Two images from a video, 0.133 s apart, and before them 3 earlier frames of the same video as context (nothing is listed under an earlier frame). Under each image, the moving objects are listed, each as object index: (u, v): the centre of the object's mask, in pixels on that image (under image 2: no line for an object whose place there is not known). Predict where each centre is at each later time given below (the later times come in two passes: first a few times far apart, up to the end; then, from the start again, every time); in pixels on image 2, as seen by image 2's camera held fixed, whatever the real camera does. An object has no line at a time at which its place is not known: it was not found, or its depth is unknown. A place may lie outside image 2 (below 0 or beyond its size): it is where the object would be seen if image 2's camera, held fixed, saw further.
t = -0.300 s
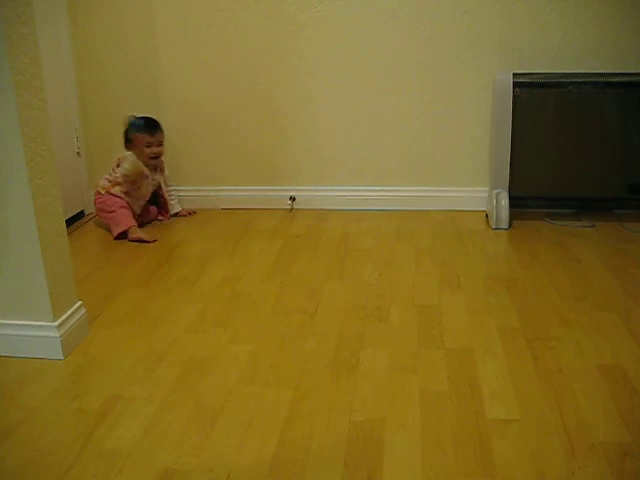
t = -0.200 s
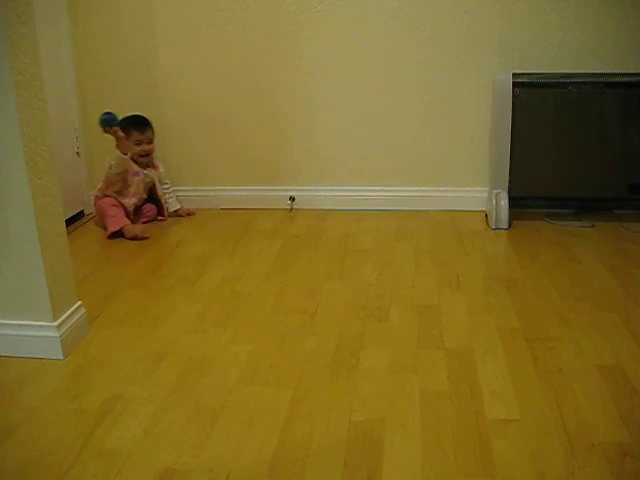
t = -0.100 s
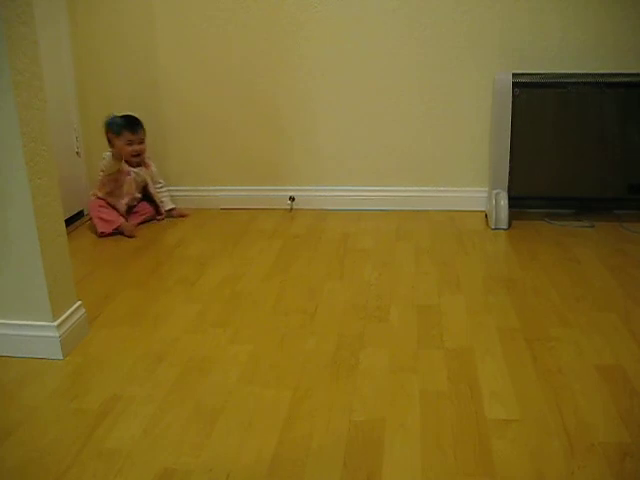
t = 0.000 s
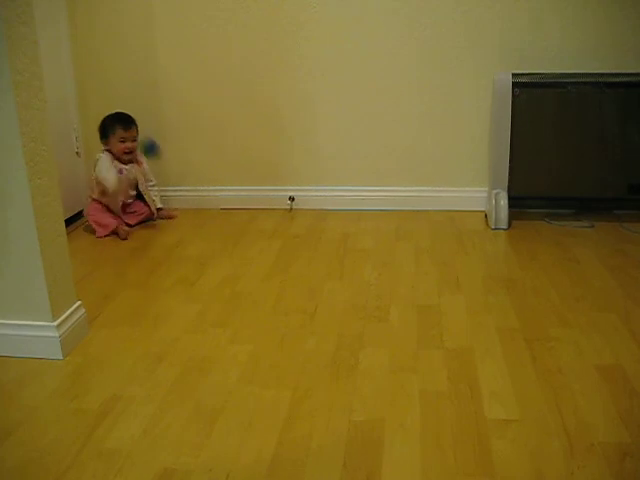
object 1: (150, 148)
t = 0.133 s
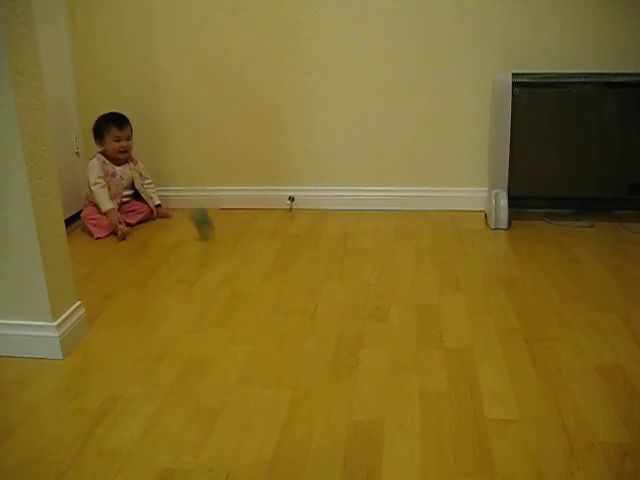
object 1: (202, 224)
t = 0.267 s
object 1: (226, 190)
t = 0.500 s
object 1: (266, 209)
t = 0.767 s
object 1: (314, 208)
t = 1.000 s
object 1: (350, 213)
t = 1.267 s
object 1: (388, 210)
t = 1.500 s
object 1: (419, 207)
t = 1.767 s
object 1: (449, 205)
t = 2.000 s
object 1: (469, 206)
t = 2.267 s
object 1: (472, 206)
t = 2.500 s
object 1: (465, 206)
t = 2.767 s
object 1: (460, 205)
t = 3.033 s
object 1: (458, 205)
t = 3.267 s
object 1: (456, 204)
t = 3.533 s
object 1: (457, 204)
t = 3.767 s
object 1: (456, 205)
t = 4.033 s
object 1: (456, 205)
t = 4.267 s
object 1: (456, 205)
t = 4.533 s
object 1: (456, 205)
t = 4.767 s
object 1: (456, 206)
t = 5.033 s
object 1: (456, 205)
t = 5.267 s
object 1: (456, 205)
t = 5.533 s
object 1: (455, 205)
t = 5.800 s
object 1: (455, 205)
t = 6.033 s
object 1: (455, 205)
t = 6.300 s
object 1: (456, 205)
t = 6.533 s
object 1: (456, 205)
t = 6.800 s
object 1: (456, 205)
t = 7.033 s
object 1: (456, 205)
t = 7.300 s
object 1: (456, 205)
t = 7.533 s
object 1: (456, 205)
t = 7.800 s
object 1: (456, 205)
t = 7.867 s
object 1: (456, 205)
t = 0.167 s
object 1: (211, 229)
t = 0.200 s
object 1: (215, 211)
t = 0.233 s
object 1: (220, 200)
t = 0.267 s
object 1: (226, 190)
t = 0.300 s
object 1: (231, 185)
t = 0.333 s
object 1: (236, 181)
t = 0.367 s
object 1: (242, 181)
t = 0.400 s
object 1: (248, 184)
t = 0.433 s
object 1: (254, 189)
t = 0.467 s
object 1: (260, 197)
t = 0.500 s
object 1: (266, 209)
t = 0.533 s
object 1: (273, 224)
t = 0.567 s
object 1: (279, 215)
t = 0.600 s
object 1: (285, 207)
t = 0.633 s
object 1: (291, 202)
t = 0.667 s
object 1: (296, 200)
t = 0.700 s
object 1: (302, 199)
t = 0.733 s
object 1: (308, 202)
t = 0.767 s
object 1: (314, 208)
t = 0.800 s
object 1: (321, 216)
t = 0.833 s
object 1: (325, 211)
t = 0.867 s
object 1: (330, 205)
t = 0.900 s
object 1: (335, 203)
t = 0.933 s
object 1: (340, 204)
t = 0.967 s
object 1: (344, 207)
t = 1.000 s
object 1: (350, 213)
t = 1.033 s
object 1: (354, 209)
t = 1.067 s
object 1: (359, 206)
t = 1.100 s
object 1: (364, 206)
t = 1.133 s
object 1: (368, 209)
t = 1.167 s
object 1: (374, 211)
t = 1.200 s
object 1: (378, 207)
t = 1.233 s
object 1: (384, 207)
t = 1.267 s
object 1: (388, 210)
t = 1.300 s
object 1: (393, 207)
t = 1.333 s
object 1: (398, 207)
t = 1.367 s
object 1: (402, 207)
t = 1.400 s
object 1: (406, 206)
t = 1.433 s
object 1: (410, 207)
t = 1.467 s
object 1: (415, 206)
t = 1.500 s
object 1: (419, 207)
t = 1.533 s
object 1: (423, 206)
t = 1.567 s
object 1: (427, 206)
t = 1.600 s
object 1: (431, 206)
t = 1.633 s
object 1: (434, 206)
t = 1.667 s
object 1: (438, 205)
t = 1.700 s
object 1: (442, 206)
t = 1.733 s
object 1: (446, 205)
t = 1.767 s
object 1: (449, 205)
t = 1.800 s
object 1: (453, 205)
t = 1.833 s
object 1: (456, 204)
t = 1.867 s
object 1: (459, 205)
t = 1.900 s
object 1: (461, 205)
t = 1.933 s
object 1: (463, 205)
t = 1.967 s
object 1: (466, 206)
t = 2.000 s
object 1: (469, 206)
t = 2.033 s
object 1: (471, 206)
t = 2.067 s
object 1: (473, 206)
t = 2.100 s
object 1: (476, 206)
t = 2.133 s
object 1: (476, 206)
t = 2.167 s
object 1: (475, 206)
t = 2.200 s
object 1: (474, 206)
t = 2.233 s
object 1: (473, 206)
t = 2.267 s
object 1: (472, 206)
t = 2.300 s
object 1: (471, 206)
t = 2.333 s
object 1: (470, 206)
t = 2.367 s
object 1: (469, 206)
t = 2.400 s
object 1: (468, 206)
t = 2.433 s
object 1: (467, 206)
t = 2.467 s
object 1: (466, 206)
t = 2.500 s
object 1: (465, 206)
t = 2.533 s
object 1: (464, 206)
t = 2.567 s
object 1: (464, 206)
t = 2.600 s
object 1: (463, 206)
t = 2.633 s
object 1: (462, 206)
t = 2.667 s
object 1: (461, 206)
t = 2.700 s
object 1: (461, 206)
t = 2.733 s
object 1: (460, 206)
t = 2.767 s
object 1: (460, 205)
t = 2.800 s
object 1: (459, 205)
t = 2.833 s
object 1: (459, 205)
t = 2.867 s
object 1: (459, 205)
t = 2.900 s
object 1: (458, 205)
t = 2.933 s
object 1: (458, 205)
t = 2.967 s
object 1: (458, 205)
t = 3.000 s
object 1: (458, 204)
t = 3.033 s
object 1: (458, 205)
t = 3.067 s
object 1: (457, 205)
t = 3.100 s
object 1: (457, 205)
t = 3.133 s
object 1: (457, 205)
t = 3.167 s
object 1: (457, 204)
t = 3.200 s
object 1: (456, 204)
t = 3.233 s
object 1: (456, 204)
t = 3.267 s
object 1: (456, 204)
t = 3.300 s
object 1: (456, 204)
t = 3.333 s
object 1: (456, 204)
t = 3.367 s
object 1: (456, 204)
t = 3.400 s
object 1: (456, 204)
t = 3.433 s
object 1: (456, 204)
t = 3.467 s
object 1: (456, 204)
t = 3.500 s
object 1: (456, 204)
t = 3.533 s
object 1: (457, 204)
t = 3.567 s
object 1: (456, 205)
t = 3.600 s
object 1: (456, 204)
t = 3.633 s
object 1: (456, 205)
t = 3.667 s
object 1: (456, 205)
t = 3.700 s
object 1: (456, 205)
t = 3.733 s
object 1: (456, 205)
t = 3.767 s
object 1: (456, 205)
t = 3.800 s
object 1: (456, 205)
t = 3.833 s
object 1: (456, 205)
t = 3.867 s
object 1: (456, 205)
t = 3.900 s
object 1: (456, 205)
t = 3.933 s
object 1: (456, 205)
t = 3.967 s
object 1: (456, 205)
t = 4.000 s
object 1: (456, 205)
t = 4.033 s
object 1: (456, 205)
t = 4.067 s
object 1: (456, 205)
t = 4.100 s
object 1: (456, 205)
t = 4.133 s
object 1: (456, 205)
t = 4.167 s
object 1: (456, 205)
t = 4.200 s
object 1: (456, 205)
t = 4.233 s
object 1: (456, 205)
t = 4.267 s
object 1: (456, 205)
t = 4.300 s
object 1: (456, 205)
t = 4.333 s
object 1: (456, 205)
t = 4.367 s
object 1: (456, 205)
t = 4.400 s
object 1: (456, 205)
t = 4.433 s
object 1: (456, 205)
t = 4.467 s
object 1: (456, 205)
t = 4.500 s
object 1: (456, 205)
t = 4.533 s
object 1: (456, 205)
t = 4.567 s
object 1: (456, 205)
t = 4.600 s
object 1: (456, 205)
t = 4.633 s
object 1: (456, 205)
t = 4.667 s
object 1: (456, 205)
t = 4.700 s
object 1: (456, 205)
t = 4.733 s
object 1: (456, 205)
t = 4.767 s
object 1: (456, 206)
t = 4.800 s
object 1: (456, 205)
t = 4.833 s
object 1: (456, 205)
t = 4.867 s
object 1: (456, 205)
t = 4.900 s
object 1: (456, 205)
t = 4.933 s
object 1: (456, 205)
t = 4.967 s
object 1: (456, 205)
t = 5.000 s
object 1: (456, 205)
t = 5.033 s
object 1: (456, 205)
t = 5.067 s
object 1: (456, 205)
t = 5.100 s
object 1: (456, 205)
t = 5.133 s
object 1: (456, 205)
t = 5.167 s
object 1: (456, 205)
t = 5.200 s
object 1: (456, 205)
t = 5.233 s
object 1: (456, 205)
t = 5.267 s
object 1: (456, 205)
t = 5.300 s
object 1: (456, 205)
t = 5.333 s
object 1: (456, 205)
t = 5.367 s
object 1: (456, 205)
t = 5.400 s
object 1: (456, 205)
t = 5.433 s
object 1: (456, 205)
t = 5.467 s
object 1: (456, 205)
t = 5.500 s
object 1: (455, 205)
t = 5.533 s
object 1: (455, 205)
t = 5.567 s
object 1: (455, 205)
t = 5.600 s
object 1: (455, 205)
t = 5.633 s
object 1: (455, 205)
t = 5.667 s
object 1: (455, 205)
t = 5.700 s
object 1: (455, 205)
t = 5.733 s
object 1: (456, 205)
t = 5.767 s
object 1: (456, 205)
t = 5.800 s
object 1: (455, 205)
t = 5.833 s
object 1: (455, 205)
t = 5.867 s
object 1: (455, 205)
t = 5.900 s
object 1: (455, 205)
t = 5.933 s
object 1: (455, 205)
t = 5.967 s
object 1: (455, 205)
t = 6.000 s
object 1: (455, 205)
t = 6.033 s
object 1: (455, 205)
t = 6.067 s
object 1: (455, 205)
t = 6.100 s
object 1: (455, 205)
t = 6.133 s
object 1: (455, 205)
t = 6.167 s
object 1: (455, 205)
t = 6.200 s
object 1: (455, 205)
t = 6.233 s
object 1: (455, 205)
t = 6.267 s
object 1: (456, 205)
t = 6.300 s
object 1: (456, 205)
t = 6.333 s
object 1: (456, 206)
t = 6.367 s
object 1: (456, 206)
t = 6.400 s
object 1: (456, 205)
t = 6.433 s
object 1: (456, 205)
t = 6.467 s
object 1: (456, 205)
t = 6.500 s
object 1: (456, 205)
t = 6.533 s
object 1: (456, 205)
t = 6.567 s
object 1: (456, 205)
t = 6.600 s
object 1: (456, 205)
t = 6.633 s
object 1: (456, 205)
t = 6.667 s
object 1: (456, 205)
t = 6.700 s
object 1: (456, 205)
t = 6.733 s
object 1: (456, 205)
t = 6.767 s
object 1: (456, 205)
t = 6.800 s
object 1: (456, 205)
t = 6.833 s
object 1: (456, 205)
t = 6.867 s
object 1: (456, 205)
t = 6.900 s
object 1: (456, 205)
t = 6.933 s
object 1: (456, 205)
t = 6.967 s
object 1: (456, 205)
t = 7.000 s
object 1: (456, 205)
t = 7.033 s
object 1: (456, 205)
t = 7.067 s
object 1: (456, 205)
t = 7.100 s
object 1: (456, 205)
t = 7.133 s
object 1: (456, 205)
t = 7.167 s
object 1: (456, 205)
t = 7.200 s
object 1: (456, 205)
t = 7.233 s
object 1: (456, 205)
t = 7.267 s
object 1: (456, 205)
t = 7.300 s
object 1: (456, 205)
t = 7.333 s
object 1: (456, 205)
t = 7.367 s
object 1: (456, 205)
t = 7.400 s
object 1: (456, 205)
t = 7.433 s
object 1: (456, 205)
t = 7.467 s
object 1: (456, 205)
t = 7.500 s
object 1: (456, 205)
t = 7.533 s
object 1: (456, 205)
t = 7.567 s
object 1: (456, 205)
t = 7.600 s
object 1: (456, 205)
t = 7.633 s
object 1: (456, 205)
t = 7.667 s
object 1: (456, 205)
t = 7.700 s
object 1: (456, 205)
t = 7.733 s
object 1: (456, 205)
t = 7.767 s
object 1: (456, 205)
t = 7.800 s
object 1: (456, 205)
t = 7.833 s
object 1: (456, 205)
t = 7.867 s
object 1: (456, 205)
